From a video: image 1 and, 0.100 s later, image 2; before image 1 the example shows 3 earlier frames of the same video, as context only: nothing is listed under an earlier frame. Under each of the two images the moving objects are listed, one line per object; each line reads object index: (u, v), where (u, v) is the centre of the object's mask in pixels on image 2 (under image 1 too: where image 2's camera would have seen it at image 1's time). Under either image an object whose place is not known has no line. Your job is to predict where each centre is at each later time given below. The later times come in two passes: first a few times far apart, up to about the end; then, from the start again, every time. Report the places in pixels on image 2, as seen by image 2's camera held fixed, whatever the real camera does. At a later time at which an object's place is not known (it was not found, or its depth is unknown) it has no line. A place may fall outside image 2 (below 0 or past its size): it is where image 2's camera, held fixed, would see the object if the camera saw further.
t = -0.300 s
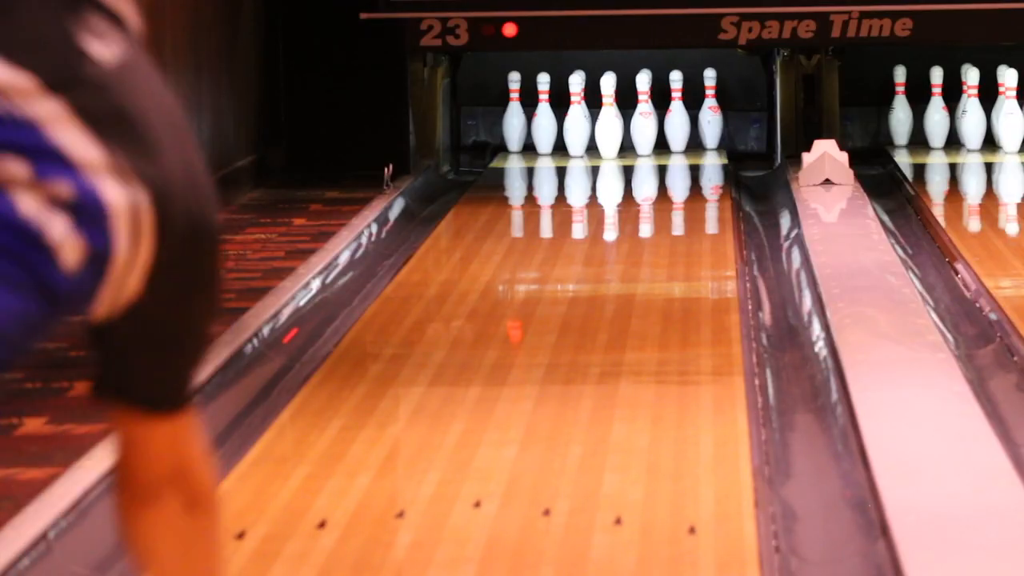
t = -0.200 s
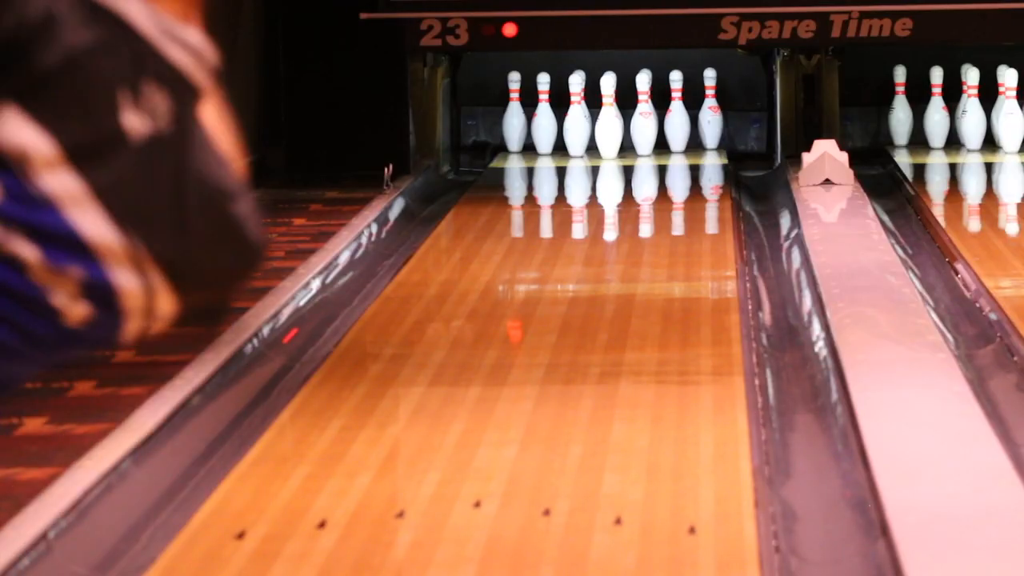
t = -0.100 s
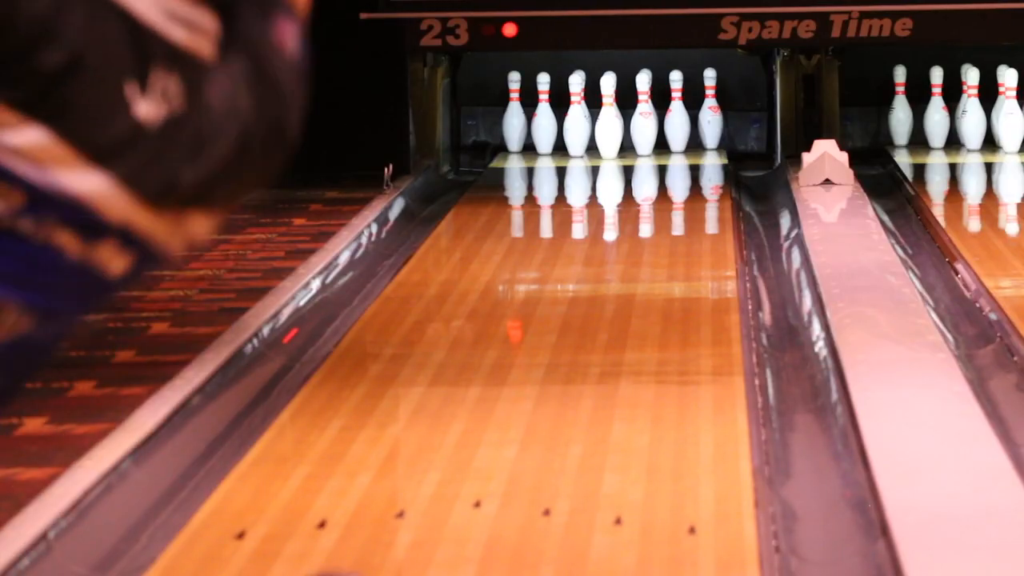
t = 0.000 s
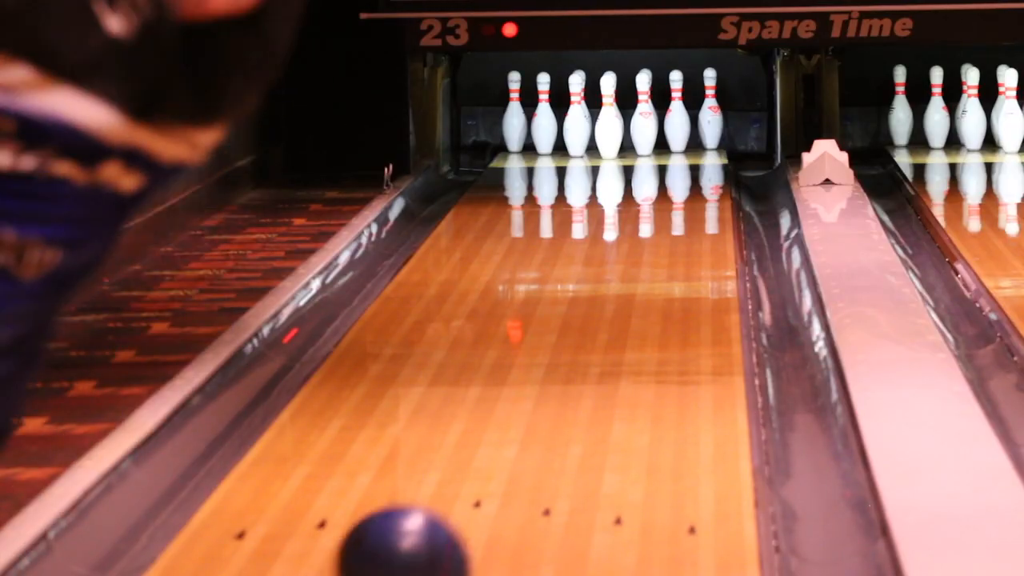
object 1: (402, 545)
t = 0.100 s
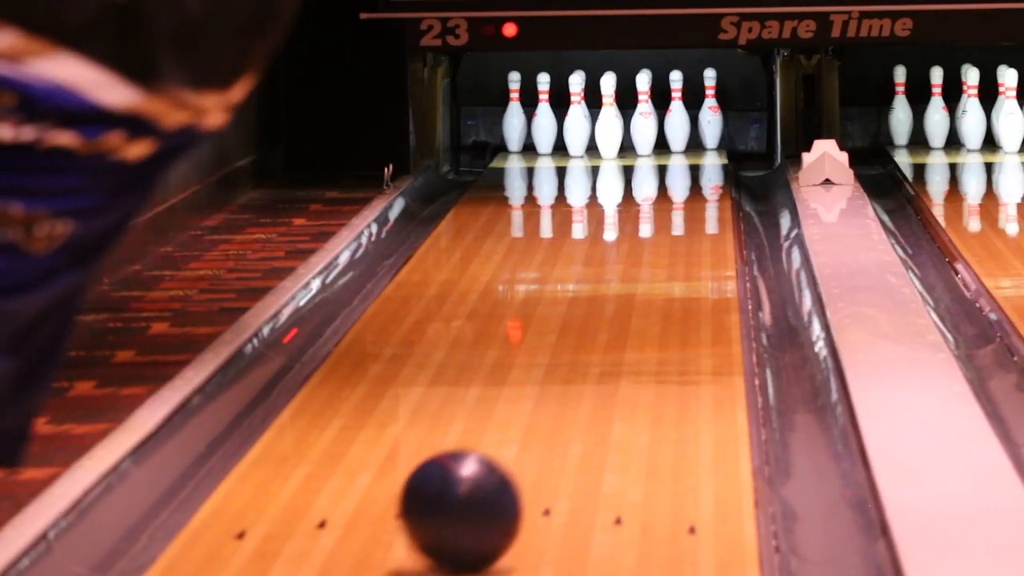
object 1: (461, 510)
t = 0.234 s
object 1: (520, 443)
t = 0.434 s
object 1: (586, 367)
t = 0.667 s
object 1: (637, 302)
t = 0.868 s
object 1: (665, 260)
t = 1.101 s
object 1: (684, 222)
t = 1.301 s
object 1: (688, 196)
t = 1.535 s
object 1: (680, 171)
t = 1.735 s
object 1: (658, 154)
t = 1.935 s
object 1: (631, 140)
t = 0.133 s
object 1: (477, 492)
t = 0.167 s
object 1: (492, 475)
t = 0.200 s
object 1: (506, 458)
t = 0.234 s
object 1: (520, 443)
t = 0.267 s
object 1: (533, 428)
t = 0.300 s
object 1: (545, 414)
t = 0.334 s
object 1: (556, 402)
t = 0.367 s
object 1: (566, 390)
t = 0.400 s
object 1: (577, 378)
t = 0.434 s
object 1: (586, 367)
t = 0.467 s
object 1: (595, 356)
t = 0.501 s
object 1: (602, 346)
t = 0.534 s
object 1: (610, 337)
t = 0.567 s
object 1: (628, 316)
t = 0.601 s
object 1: (625, 319)
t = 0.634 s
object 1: (631, 310)
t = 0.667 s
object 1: (637, 302)
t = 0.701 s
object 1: (643, 294)
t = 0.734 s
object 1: (648, 286)
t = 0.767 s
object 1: (653, 279)
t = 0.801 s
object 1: (657, 272)
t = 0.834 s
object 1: (661, 266)
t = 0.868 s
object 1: (665, 260)
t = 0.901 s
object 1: (669, 254)
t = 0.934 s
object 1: (672, 248)
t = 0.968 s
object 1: (675, 242)
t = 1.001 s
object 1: (677, 237)
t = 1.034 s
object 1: (679, 232)
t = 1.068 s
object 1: (682, 227)
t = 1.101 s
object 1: (684, 222)
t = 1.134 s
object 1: (685, 217)
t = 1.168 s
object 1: (686, 213)
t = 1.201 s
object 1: (687, 208)
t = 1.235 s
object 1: (688, 204)
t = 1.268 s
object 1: (688, 200)
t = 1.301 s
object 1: (688, 196)
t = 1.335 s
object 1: (688, 192)
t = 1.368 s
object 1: (687, 188)
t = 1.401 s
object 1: (686, 184)
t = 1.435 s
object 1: (685, 181)
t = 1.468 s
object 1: (683, 177)
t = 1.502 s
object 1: (681, 174)
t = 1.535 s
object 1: (680, 171)
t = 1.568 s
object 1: (676, 167)
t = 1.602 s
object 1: (673, 164)
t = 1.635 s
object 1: (670, 162)
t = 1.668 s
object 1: (666, 159)
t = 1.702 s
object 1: (663, 157)
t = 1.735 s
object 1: (658, 154)
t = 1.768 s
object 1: (654, 152)
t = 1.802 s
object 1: (649, 150)
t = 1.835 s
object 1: (644, 147)
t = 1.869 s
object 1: (640, 145)
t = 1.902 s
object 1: (635, 143)
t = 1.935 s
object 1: (631, 140)
